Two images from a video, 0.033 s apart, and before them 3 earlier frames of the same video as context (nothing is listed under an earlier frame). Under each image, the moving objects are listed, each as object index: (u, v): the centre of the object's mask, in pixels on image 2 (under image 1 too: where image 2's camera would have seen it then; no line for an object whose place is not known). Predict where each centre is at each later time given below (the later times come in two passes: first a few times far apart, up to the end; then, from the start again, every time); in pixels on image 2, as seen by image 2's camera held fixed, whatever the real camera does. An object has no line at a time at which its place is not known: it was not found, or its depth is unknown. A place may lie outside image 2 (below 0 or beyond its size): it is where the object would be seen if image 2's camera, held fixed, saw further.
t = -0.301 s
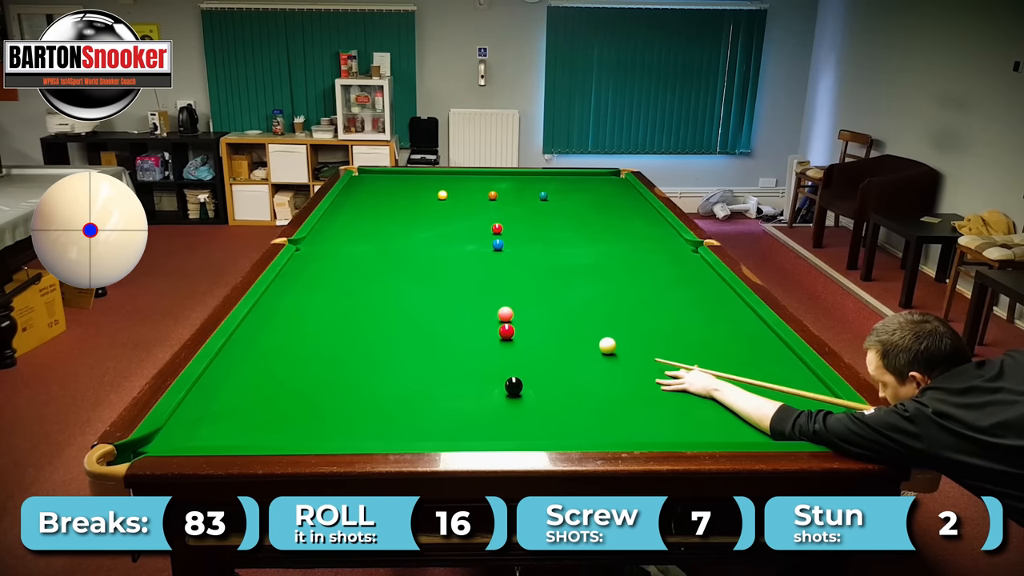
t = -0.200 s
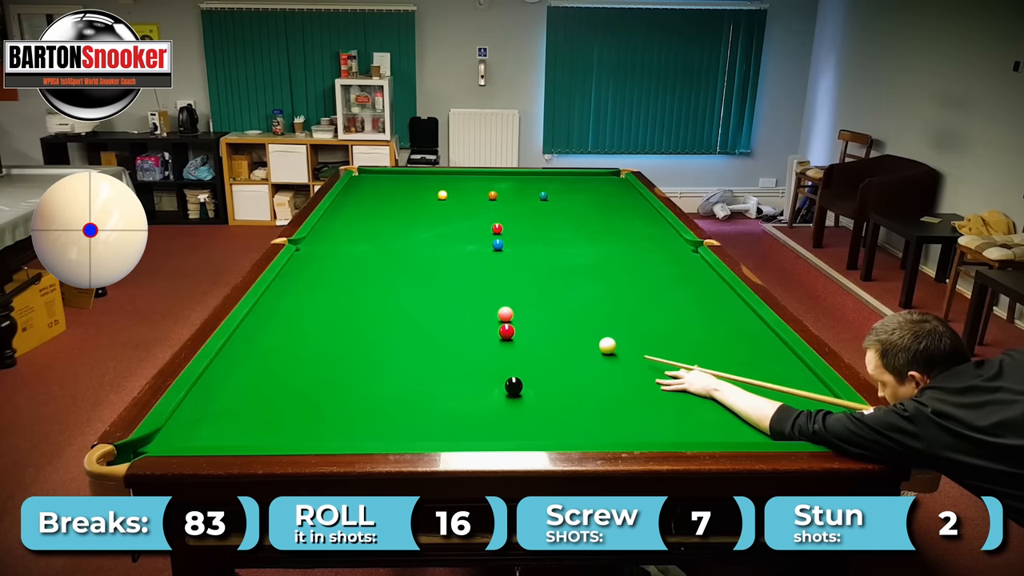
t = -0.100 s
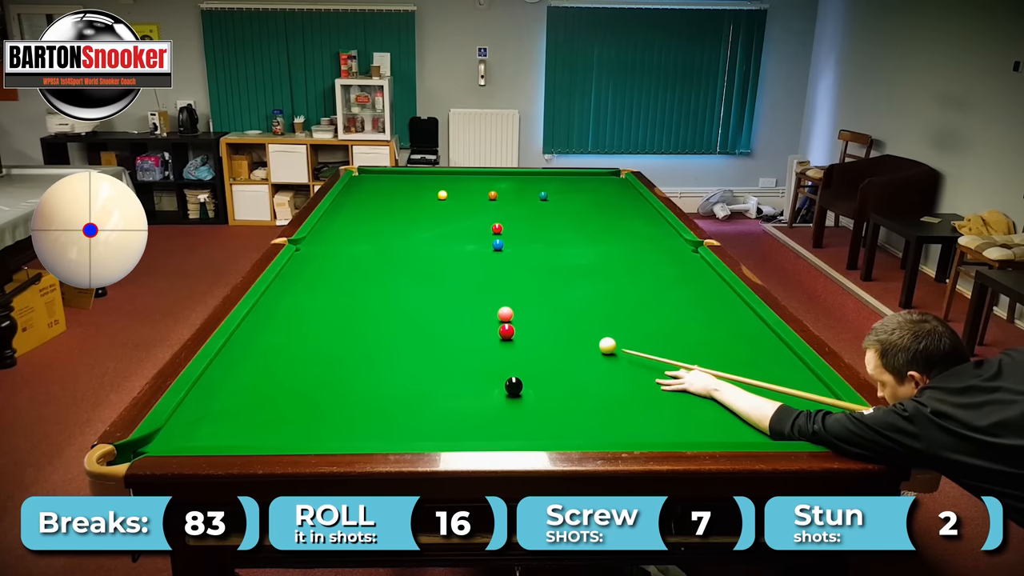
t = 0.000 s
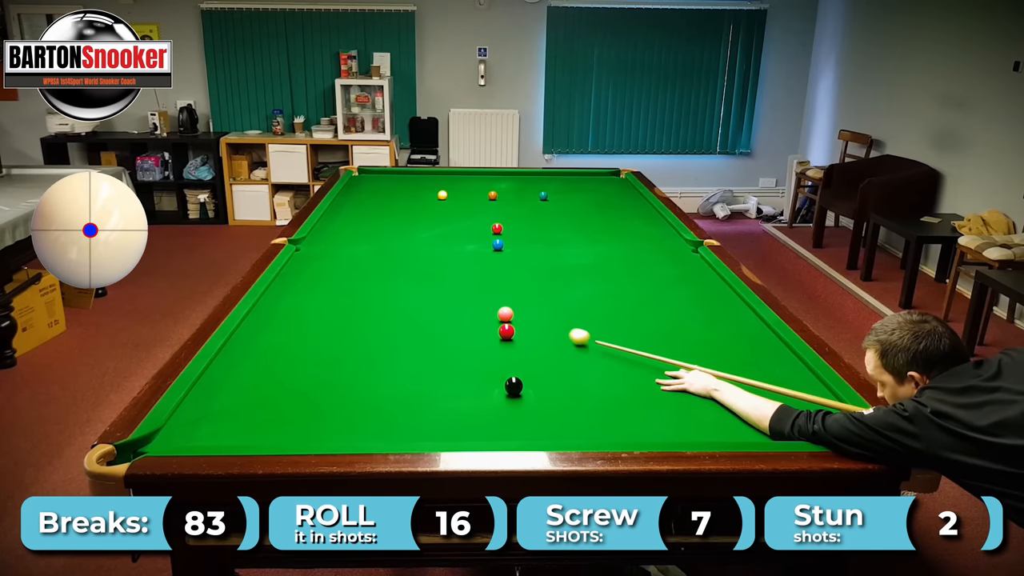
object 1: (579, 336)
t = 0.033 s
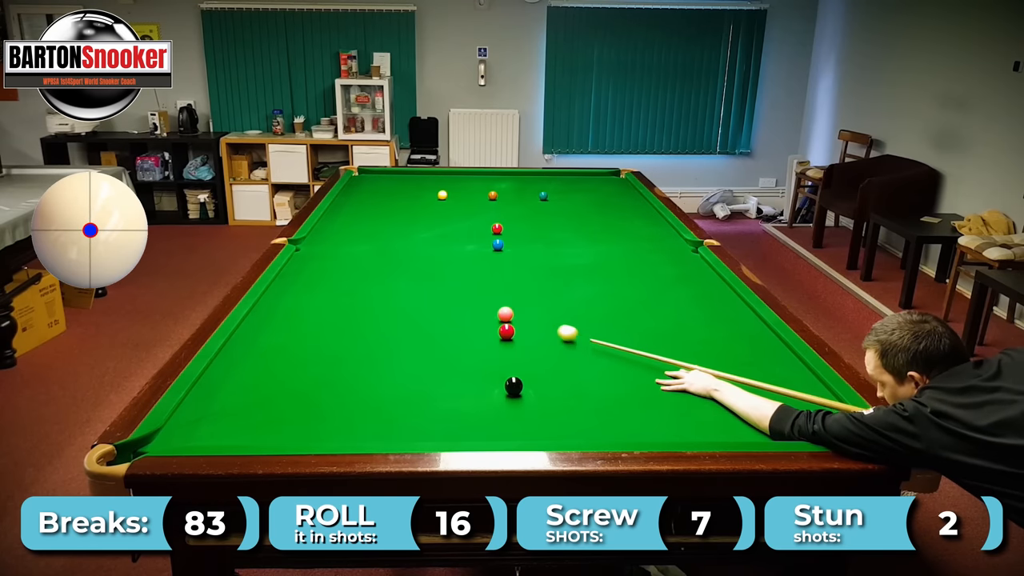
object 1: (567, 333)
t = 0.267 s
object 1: (514, 318)
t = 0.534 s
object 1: (495, 314)
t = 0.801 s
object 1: (476, 310)
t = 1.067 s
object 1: (461, 307)
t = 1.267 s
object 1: (450, 304)
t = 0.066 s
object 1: (556, 329)
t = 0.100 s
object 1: (546, 326)
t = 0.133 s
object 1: (537, 324)
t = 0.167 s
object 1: (528, 321)
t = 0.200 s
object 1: (519, 318)
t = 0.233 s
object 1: (516, 318)
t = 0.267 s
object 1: (514, 318)
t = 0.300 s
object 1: (512, 317)
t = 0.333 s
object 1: (510, 316)
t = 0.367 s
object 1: (507, 316)
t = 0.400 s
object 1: (504, 316)
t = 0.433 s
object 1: (502, 315)
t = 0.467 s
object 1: (499, 315)
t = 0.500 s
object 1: (497, 314)
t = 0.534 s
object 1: (495, 314)
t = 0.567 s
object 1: (492, 313)
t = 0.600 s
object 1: (490, 313)
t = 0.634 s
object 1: (488, 312)
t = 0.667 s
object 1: (485, 312)
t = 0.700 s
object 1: (483, 311)
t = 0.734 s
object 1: (481, 311)
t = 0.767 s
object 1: (479, 310)
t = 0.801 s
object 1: (476, 310)
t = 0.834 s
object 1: (474, 309)
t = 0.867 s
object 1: (472, 309)
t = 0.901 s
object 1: (470, 309)
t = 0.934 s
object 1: (468, 308)
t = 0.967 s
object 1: (466, 308)
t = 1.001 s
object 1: (464, 307)
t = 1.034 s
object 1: (463, 307)
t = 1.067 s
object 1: (461, 307)
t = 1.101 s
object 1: (459, 306)
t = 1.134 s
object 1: (457, 306)
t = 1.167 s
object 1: (455, 305)
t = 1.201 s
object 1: (454, 305)
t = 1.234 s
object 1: (452, 305)
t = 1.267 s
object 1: (450, 304)
